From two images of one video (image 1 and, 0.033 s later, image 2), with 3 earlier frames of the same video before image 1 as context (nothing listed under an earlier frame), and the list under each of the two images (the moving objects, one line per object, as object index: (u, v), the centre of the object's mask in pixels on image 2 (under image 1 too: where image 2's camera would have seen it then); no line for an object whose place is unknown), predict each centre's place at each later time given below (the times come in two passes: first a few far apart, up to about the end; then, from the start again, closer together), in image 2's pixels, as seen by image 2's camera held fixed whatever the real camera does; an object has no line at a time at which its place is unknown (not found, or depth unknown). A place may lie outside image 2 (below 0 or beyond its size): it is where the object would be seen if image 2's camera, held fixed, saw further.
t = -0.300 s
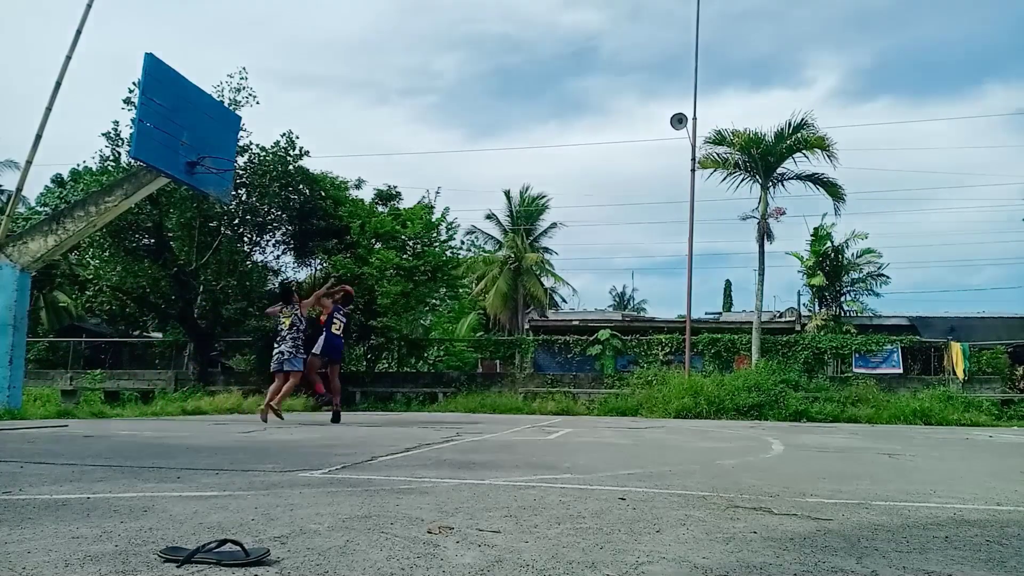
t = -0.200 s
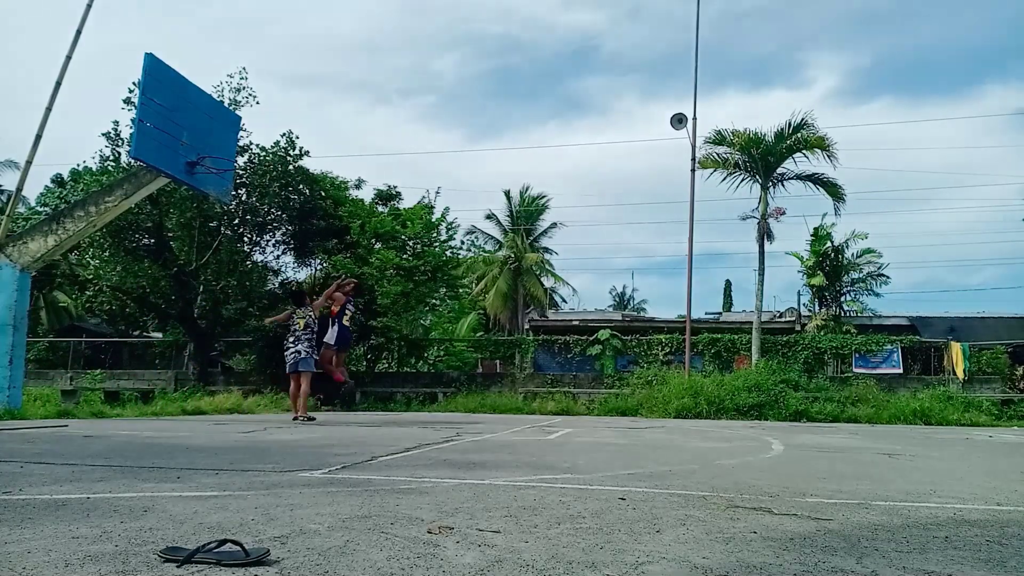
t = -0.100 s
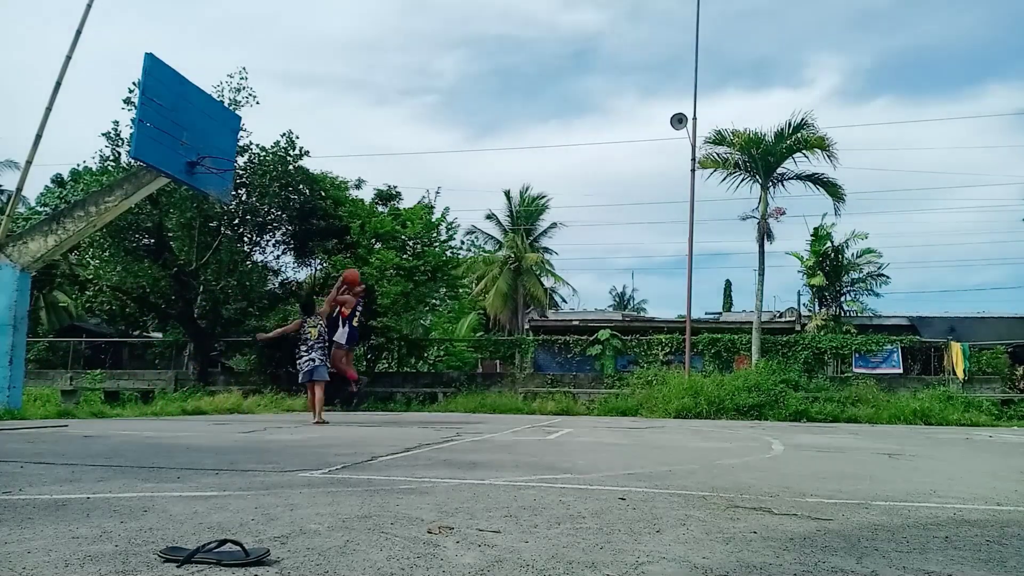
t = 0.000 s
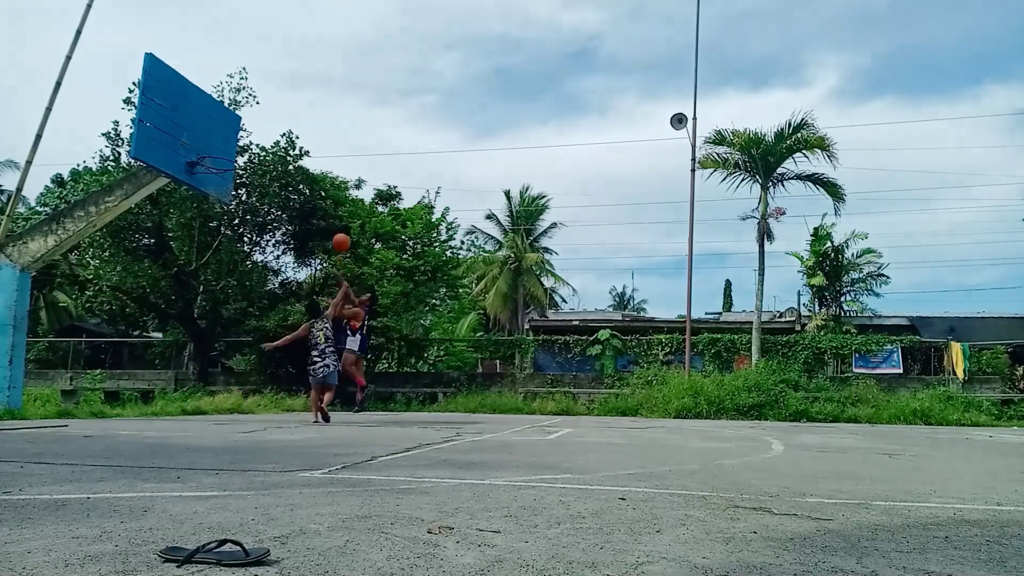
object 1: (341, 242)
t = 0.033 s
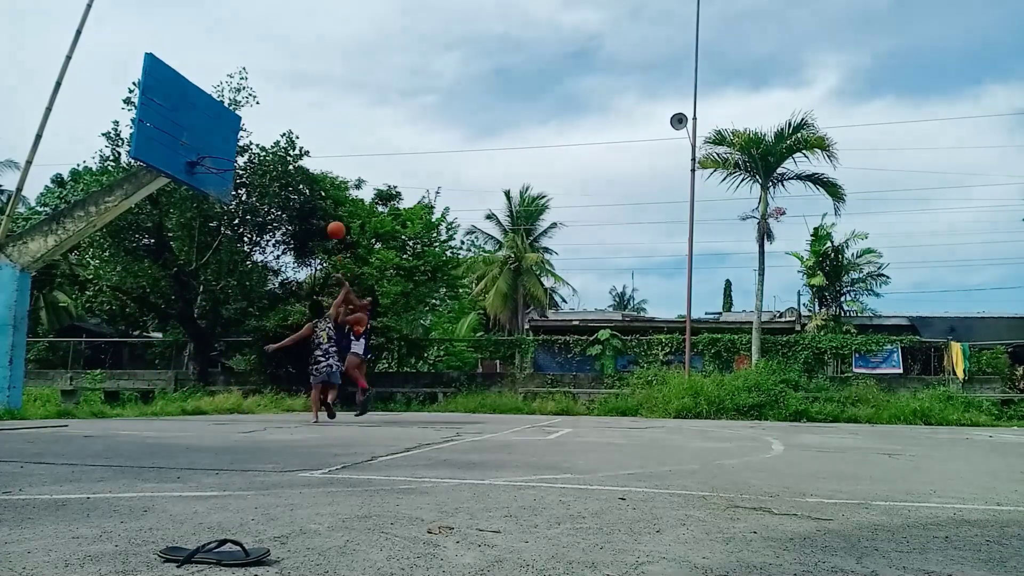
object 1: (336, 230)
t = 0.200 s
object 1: (308, 180)
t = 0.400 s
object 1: (274, 150)
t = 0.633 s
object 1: (232, 151)
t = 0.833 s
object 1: (223, 158)
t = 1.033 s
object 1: (256, 177)
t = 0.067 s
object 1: (331, 219)
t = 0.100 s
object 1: (324, 206)
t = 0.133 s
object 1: (318, 197)
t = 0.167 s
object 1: (314, 188)
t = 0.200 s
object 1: (308, 180)
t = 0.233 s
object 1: (302, 173)
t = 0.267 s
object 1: (296, 168)
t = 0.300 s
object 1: (291, 161)
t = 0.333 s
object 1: (286, 157)
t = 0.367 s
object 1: (280, 152)
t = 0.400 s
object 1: (274, 150)
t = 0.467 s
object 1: (263, 145)
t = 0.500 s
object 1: (257, 144)
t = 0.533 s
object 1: (251, 145)
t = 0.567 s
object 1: (244, 146)
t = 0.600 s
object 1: (238, 148)
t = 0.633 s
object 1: (232, 151)
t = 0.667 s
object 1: (228, 156)
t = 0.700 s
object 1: (221, 161)
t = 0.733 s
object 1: (217, 161)
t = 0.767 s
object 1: (215, 161)
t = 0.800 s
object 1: (216, 158)
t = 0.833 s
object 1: (223, 158)
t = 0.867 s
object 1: (230, 161)
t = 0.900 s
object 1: (233, 162)
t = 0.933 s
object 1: (239, 164)
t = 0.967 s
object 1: (243, 168)
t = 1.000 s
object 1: (250, 172)
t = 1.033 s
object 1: (256, 177)
